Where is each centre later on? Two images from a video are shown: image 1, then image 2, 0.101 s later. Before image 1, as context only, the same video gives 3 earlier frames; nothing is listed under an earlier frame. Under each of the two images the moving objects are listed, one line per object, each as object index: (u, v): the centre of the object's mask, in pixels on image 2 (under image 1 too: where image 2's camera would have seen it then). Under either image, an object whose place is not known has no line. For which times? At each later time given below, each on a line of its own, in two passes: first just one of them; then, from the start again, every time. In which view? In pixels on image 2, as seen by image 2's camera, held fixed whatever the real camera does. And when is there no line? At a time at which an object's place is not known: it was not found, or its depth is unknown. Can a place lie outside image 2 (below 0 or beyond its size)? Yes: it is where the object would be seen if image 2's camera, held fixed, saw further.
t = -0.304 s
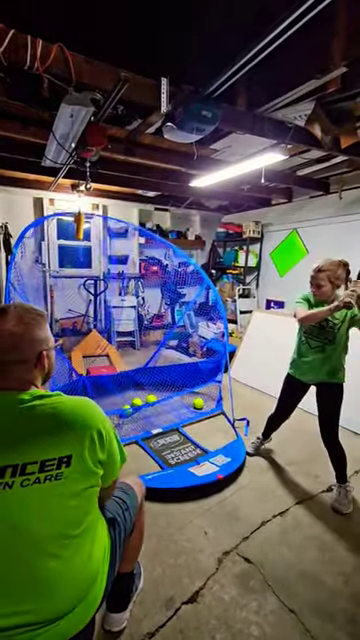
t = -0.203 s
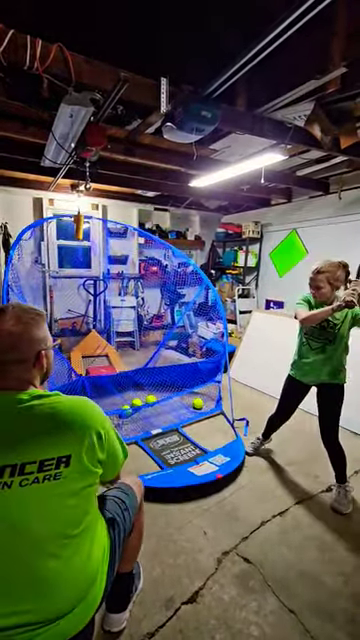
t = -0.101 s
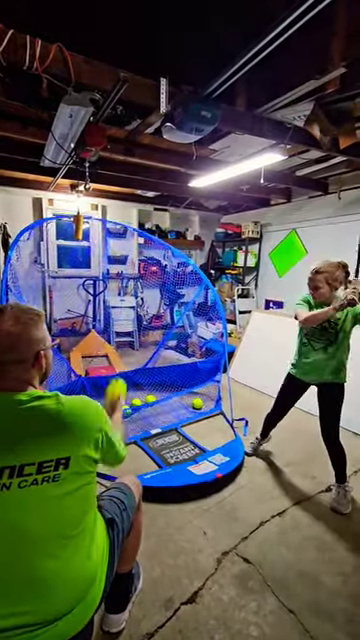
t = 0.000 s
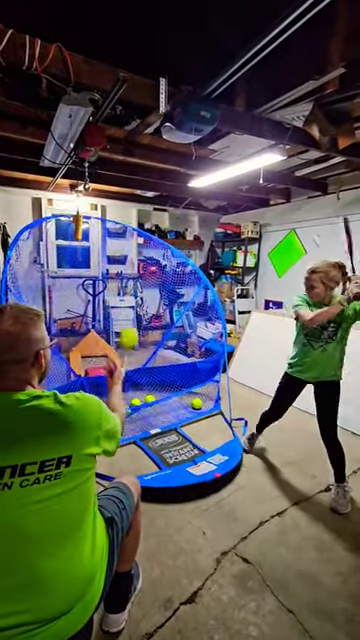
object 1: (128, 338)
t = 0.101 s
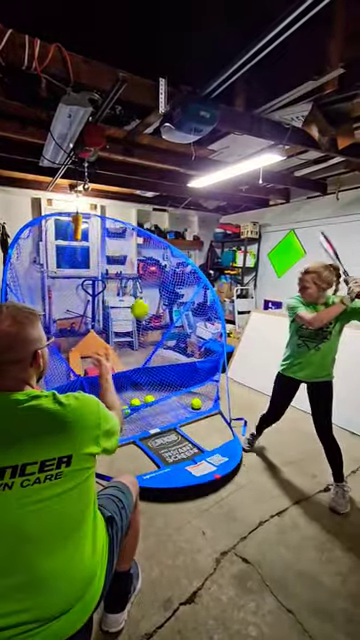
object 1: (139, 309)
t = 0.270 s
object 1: (156, 304)
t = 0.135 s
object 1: (143, 304)
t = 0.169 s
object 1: (145, 302)
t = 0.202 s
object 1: (149, 300)
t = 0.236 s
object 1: (151, 302)
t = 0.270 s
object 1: (156, 304)
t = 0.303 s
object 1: (158, 308)
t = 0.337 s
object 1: (161, 315)
